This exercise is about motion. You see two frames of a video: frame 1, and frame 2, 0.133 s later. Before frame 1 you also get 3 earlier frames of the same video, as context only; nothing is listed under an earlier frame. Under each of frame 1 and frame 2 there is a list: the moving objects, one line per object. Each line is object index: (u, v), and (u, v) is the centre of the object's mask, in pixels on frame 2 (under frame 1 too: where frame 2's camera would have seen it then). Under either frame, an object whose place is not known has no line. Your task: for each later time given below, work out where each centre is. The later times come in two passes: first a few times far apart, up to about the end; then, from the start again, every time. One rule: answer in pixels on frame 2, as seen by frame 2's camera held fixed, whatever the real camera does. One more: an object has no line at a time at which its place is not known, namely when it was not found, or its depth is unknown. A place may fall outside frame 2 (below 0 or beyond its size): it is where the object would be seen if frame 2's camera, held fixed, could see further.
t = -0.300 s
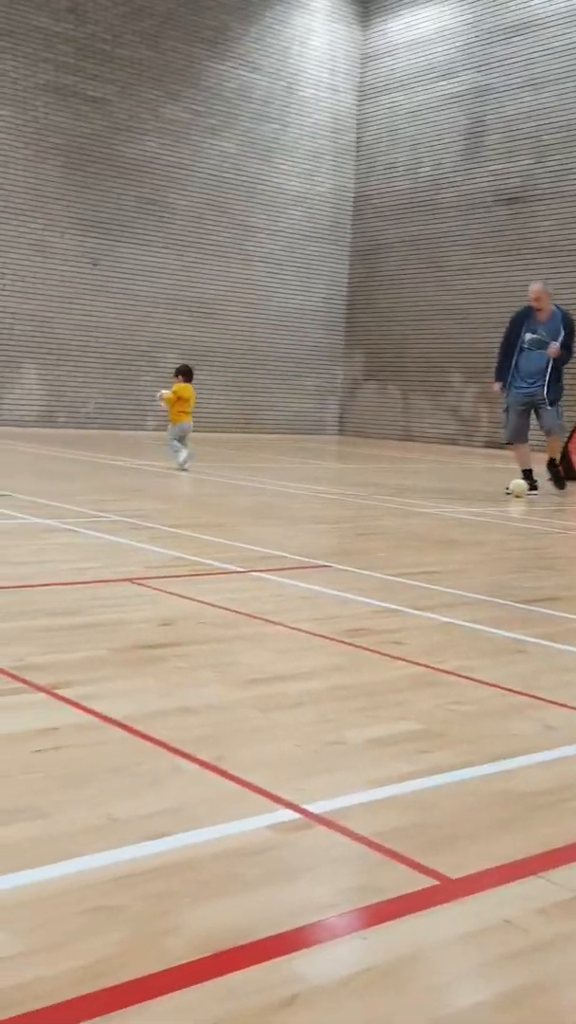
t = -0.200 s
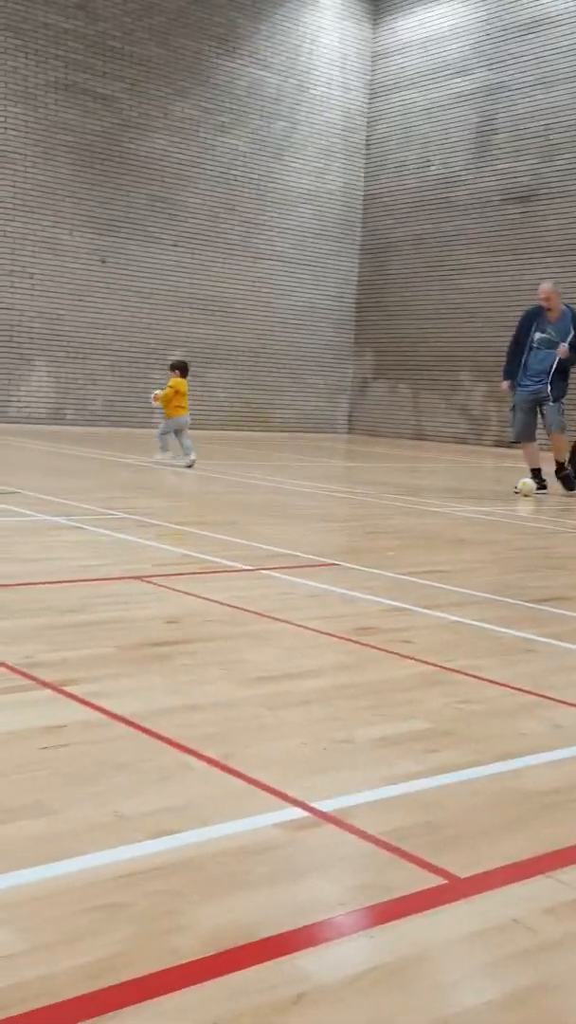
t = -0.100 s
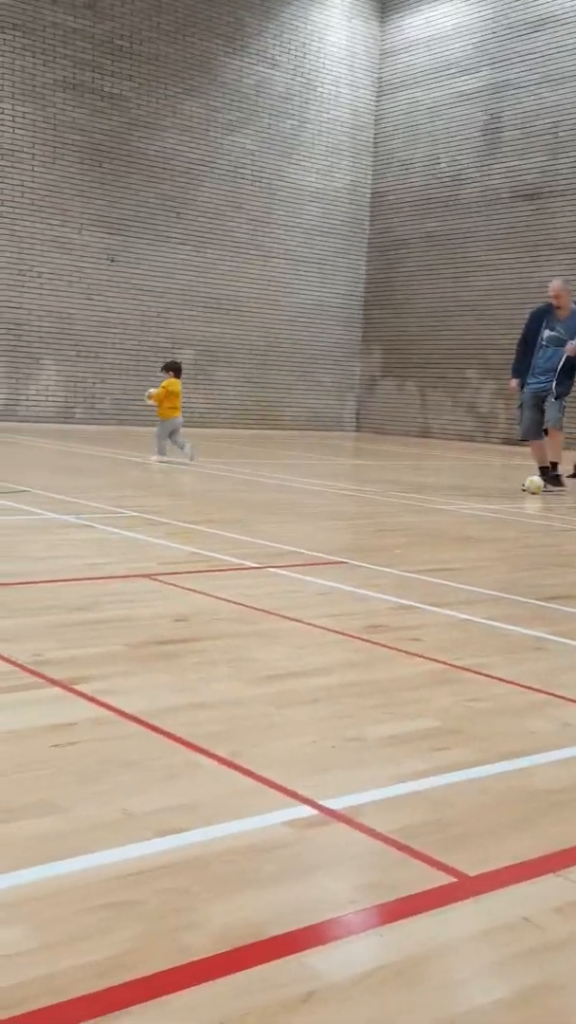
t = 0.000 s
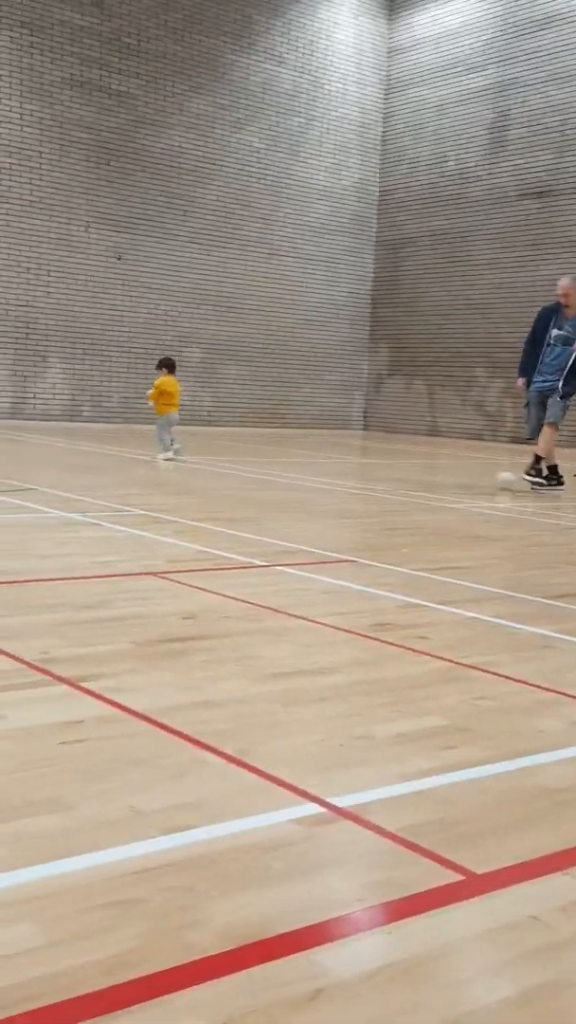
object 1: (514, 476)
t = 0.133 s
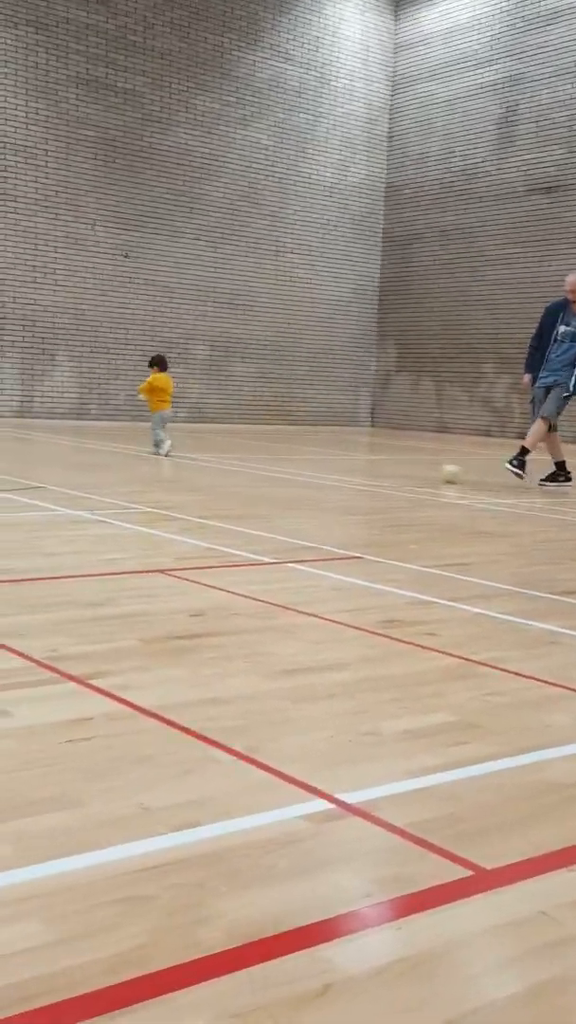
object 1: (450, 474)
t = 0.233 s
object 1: (410, 471)
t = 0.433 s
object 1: (345, 468)
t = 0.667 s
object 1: (278, 464)
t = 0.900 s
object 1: (215, 460)
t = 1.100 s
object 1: (165, 458)
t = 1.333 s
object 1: (102, 455)
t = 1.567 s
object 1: (46, 451)
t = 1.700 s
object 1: (13, 450)
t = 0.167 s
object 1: (436, 473)
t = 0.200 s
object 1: (423, 472)
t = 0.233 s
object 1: (410, 471)
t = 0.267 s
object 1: (398, 470)
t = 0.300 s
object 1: (387, 469)
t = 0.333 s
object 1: (375, 469)
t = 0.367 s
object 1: (365, 469)
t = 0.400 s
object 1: (354, 468)
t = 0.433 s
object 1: (345, 468)
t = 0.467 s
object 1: (336, 467)
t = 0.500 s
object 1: (326, 466)
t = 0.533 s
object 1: (316, 466)
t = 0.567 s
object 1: (307, 466)
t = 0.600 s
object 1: (297, 465)
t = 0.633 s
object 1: (288, 464)
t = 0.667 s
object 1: (278, 464)
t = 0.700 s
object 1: (270, 464)
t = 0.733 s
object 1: (260, 463)
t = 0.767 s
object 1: (251, 463)
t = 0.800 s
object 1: (242, 462)
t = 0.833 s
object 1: (233, 462)
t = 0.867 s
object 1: (224, 460)
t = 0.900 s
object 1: (215, 460)
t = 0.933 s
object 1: (207, 460)
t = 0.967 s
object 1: (198, 460)
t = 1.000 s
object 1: (189, 459)
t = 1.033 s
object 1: (181, 459)
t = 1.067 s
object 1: (173, 458)
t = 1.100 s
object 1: (165, 458)
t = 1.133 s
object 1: (157, 457)
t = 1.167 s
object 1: (146, 457)
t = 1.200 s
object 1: (137, 456)
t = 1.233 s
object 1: (129, 456)
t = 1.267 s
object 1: (120, 455)
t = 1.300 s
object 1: (111, 455)
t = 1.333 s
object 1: (102, 455)
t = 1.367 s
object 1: (95, 454)
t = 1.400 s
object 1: (86, 453)
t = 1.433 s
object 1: (79, 452)
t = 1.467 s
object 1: (70, 452)
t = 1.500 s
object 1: (62, 452)
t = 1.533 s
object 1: (54, 452)
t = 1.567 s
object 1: (46, 451)
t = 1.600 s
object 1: (37, 451)
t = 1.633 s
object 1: (28, 450)
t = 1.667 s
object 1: (21, 450)
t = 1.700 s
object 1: (13, 450)
